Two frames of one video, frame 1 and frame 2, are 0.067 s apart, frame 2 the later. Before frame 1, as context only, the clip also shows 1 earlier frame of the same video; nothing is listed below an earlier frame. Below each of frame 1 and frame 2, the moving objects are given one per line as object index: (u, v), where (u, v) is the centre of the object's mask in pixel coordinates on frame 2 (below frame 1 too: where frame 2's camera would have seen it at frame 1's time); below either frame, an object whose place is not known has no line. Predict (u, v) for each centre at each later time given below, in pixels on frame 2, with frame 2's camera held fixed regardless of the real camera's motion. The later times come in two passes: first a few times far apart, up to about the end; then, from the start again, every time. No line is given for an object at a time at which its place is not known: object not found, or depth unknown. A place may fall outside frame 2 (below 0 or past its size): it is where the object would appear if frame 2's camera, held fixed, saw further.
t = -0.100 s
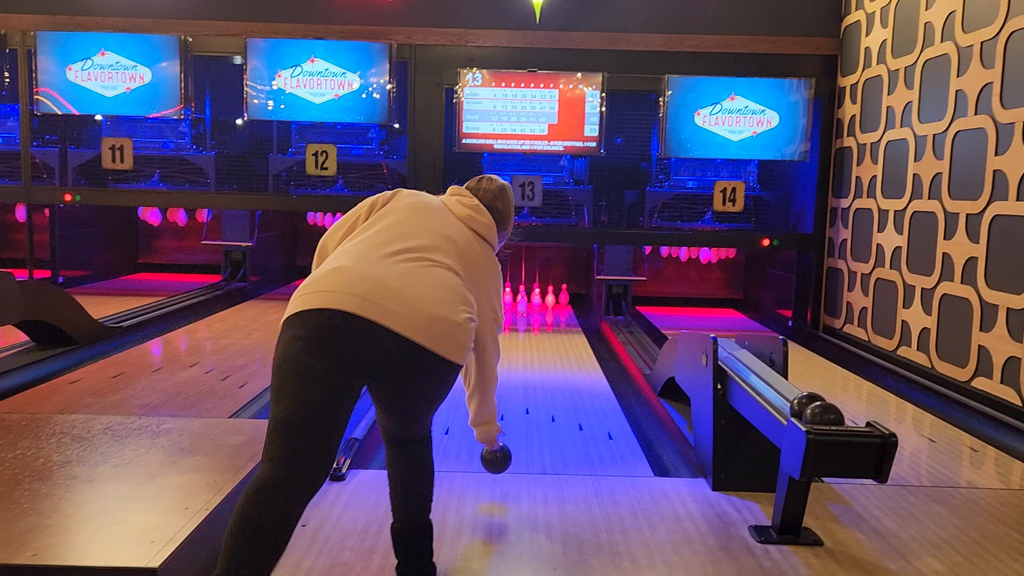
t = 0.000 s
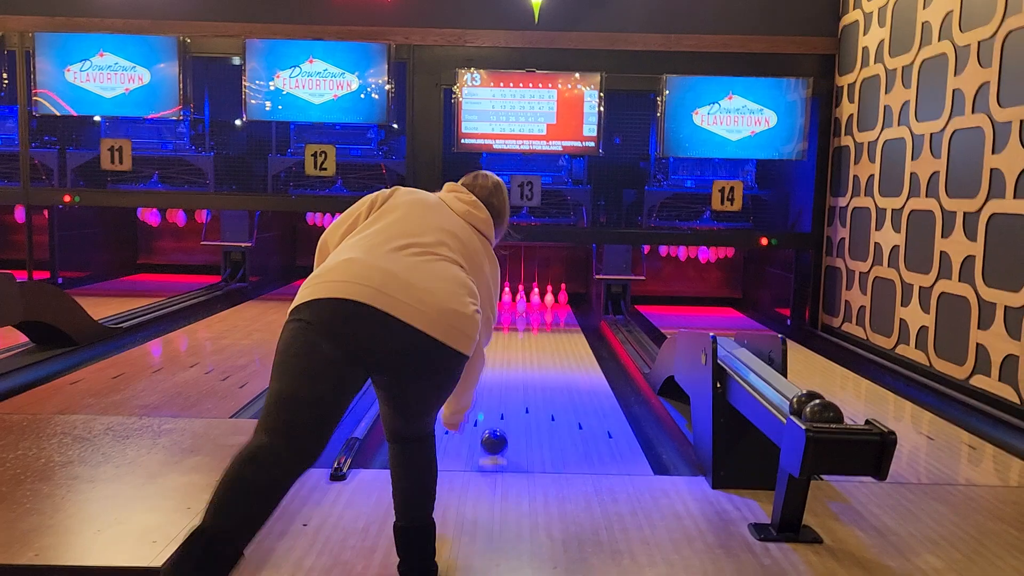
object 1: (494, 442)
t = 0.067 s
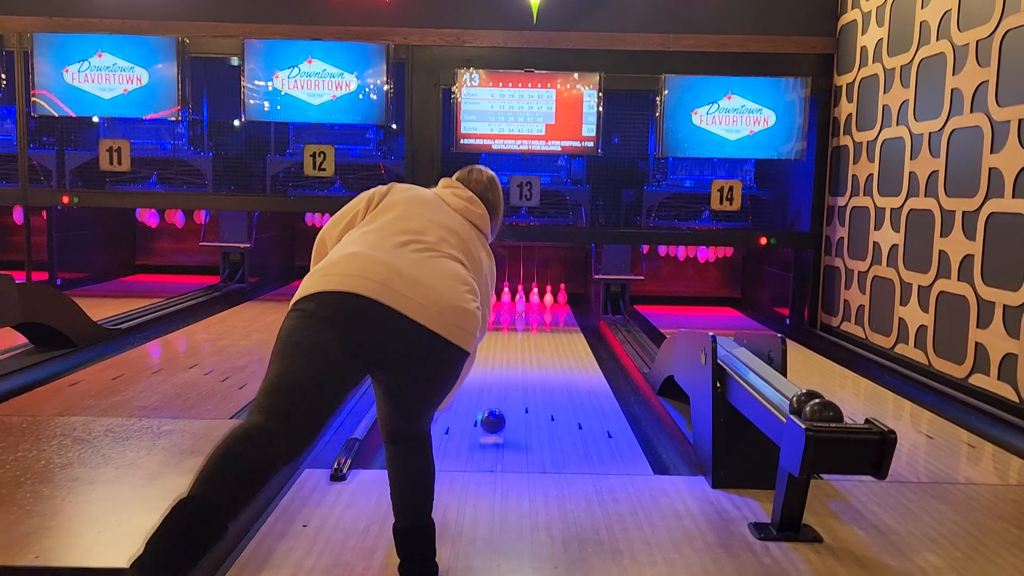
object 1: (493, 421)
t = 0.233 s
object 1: (491, 389)
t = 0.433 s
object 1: (490, 359)
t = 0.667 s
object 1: (489, 335)
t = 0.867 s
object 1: (488, 320)
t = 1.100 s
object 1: (487, 306)
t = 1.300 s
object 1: (483, 298)
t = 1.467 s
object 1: (482, 295)
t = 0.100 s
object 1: (492, 416)
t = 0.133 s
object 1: (492, 409)
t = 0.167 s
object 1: (492, 402)
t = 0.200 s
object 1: (491, 395)
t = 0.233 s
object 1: (491, 389)
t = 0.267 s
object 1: (491, 383)
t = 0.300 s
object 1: (490, 378)
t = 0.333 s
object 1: (490, 372)
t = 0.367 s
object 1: (490, 367)
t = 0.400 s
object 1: (490, 363)
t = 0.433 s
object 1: (490, 359)
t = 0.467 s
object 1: (490, 355)
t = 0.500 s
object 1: (490, 351)
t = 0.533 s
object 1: (489, 347)
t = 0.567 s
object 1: (489, 344)
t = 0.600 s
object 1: (489, 341)
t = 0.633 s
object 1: (489, 338)
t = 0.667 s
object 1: (489, 335)
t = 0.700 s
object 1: (489, 332)
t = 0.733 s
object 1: (489, 330)
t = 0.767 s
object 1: (488, 327)
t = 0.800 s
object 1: (488, 324)
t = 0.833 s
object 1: (488, 322)
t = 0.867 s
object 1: (488, 320)
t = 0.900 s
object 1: (487, 318)
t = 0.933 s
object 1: (487, 316)
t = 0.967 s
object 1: (487, 313)
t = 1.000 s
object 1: (487, 311)
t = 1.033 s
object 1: (487, 309)
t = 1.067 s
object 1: (487, 308)
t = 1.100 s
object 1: (487, 306)
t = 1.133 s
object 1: (487, 304)
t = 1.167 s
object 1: (486, 303)
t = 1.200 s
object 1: (486, 302)
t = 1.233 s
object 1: (485, 300)
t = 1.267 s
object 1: (484, 299)
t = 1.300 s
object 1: (483, 298)
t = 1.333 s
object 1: (482, 298)
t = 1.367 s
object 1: (482, 297)
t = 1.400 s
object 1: (482, 297)
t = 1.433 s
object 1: (482, 296)
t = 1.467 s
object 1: (482, 295)
